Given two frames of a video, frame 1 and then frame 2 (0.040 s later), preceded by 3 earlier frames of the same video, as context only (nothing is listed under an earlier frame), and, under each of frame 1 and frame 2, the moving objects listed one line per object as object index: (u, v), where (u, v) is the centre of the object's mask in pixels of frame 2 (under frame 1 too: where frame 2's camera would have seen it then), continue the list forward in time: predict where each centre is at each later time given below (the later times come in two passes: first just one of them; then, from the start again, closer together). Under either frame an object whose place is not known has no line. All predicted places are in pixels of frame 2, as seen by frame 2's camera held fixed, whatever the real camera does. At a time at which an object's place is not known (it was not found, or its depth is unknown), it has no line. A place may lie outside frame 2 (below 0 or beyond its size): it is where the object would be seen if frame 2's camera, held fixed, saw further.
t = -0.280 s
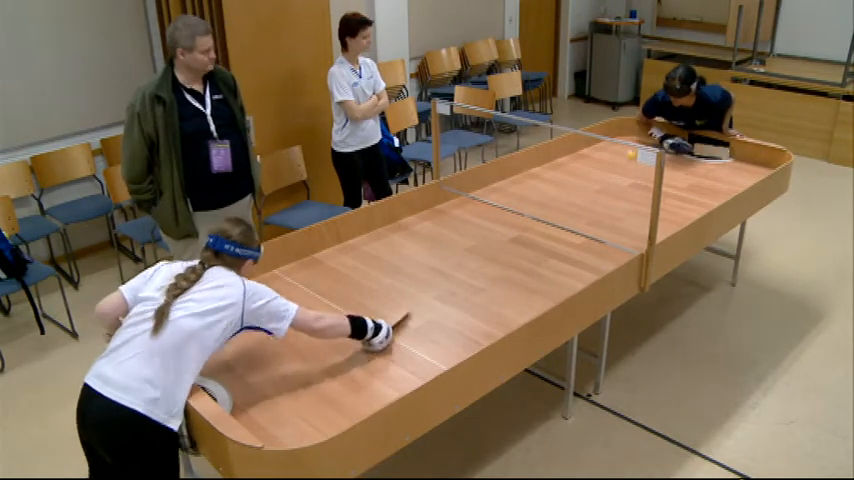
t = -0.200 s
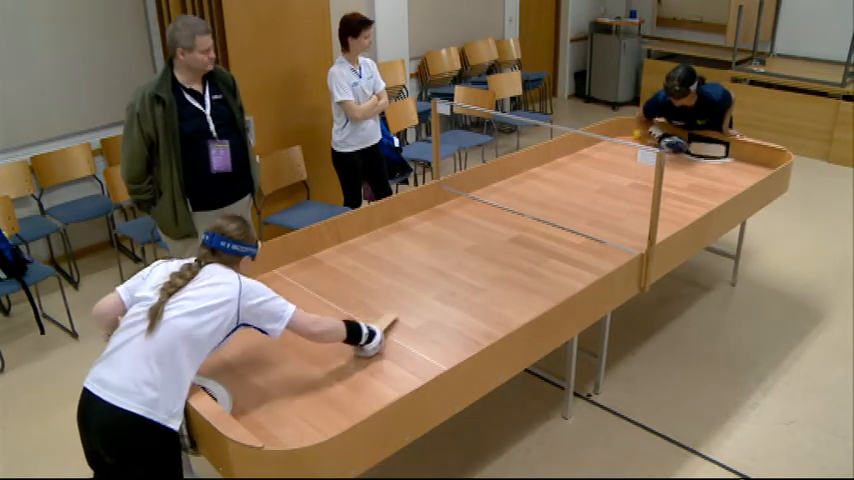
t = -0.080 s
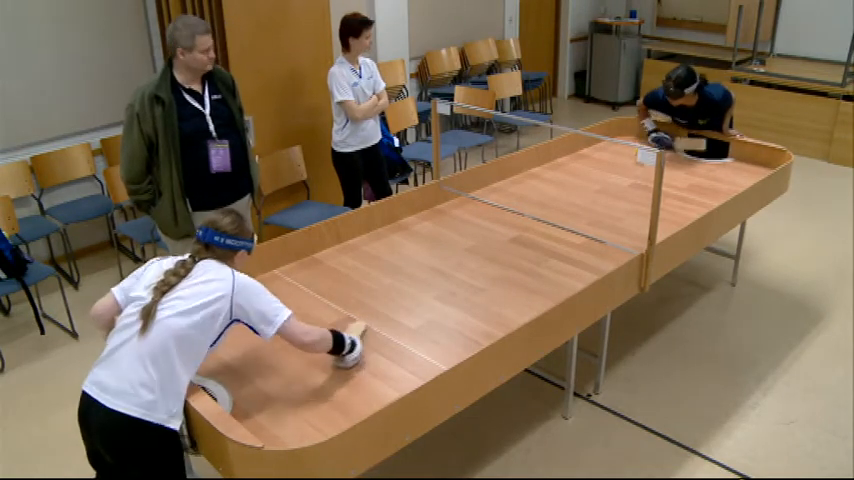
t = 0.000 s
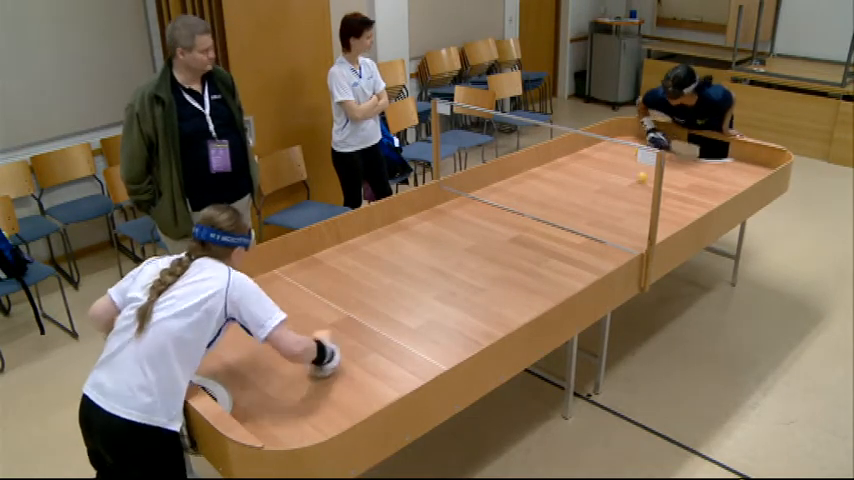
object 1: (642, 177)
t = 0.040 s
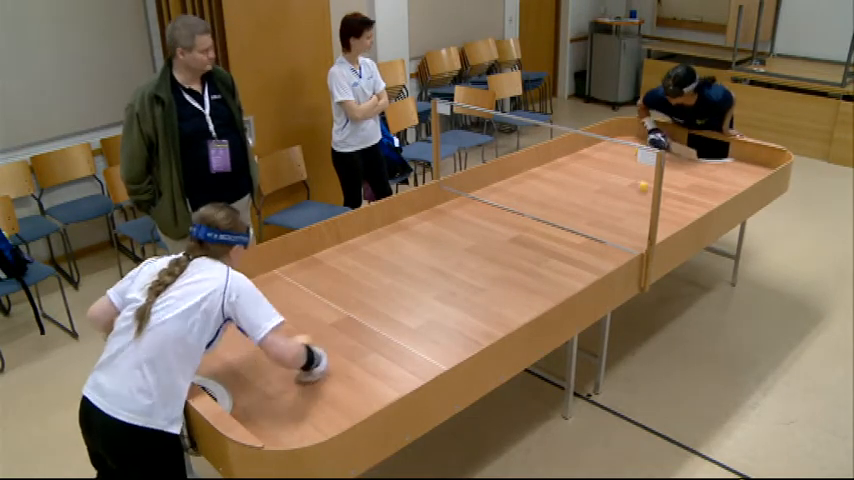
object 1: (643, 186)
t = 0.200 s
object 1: (646, 229)
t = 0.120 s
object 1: (645, 207)
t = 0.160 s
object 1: (646, 217)
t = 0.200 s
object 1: (646, 229)
